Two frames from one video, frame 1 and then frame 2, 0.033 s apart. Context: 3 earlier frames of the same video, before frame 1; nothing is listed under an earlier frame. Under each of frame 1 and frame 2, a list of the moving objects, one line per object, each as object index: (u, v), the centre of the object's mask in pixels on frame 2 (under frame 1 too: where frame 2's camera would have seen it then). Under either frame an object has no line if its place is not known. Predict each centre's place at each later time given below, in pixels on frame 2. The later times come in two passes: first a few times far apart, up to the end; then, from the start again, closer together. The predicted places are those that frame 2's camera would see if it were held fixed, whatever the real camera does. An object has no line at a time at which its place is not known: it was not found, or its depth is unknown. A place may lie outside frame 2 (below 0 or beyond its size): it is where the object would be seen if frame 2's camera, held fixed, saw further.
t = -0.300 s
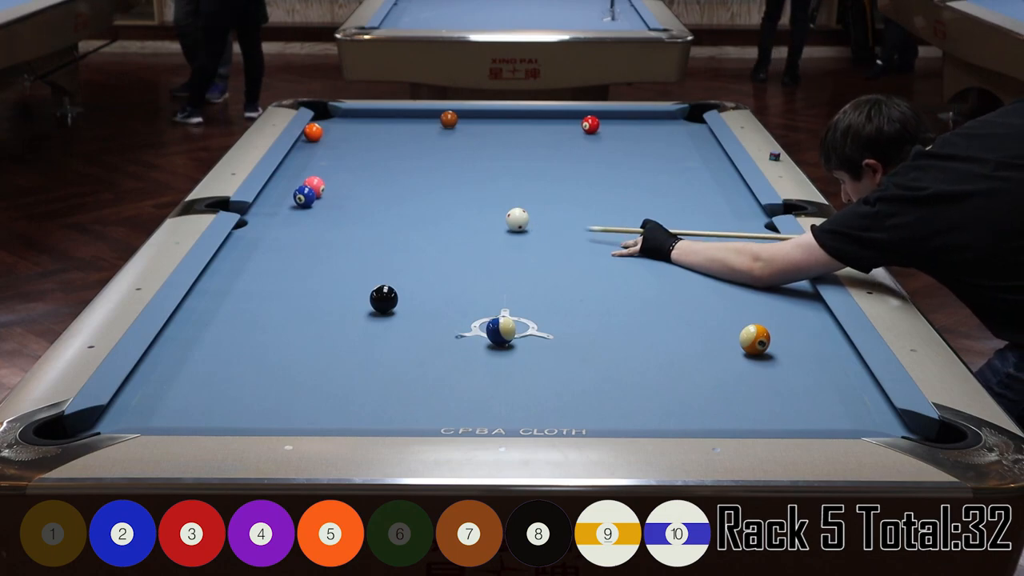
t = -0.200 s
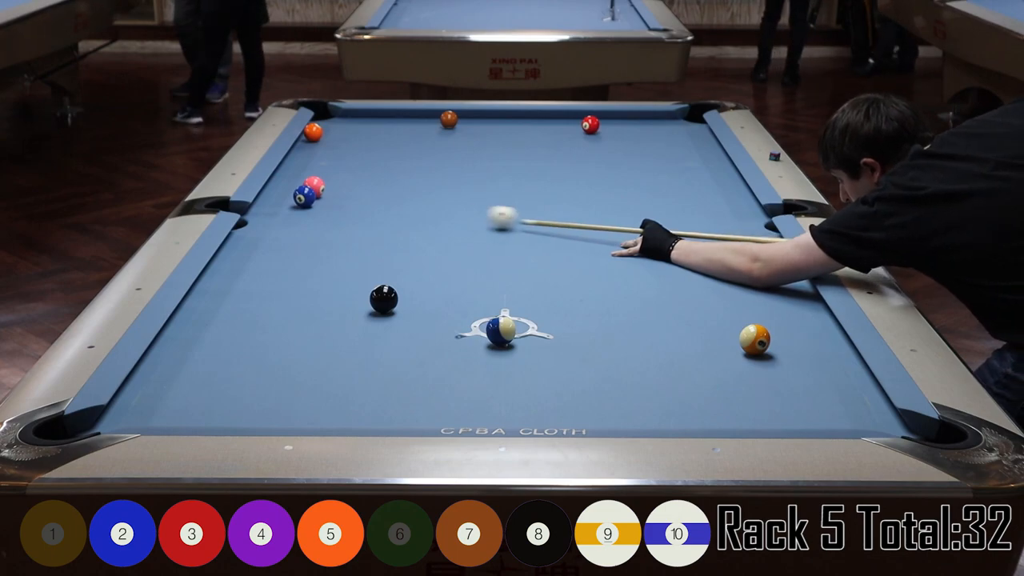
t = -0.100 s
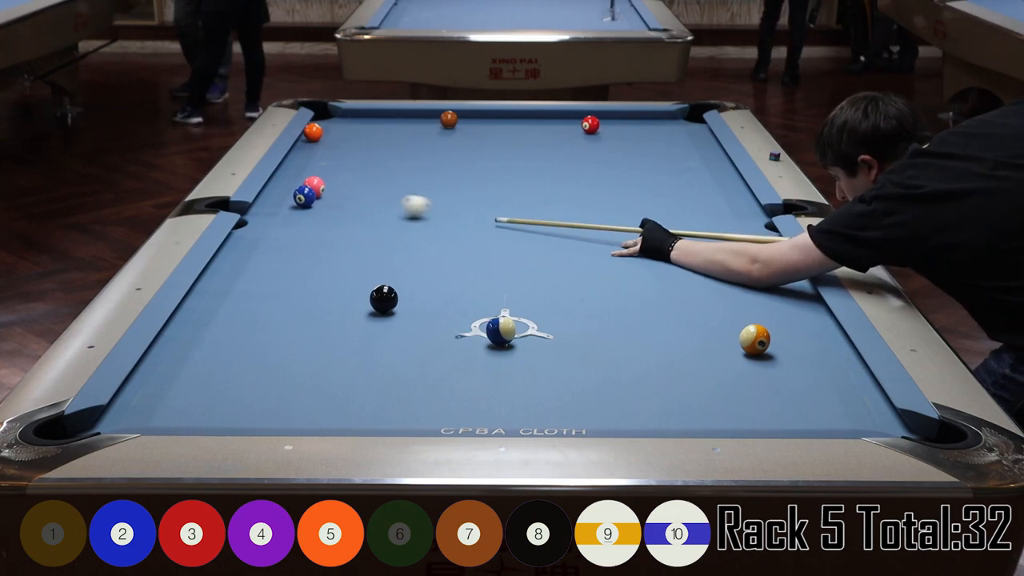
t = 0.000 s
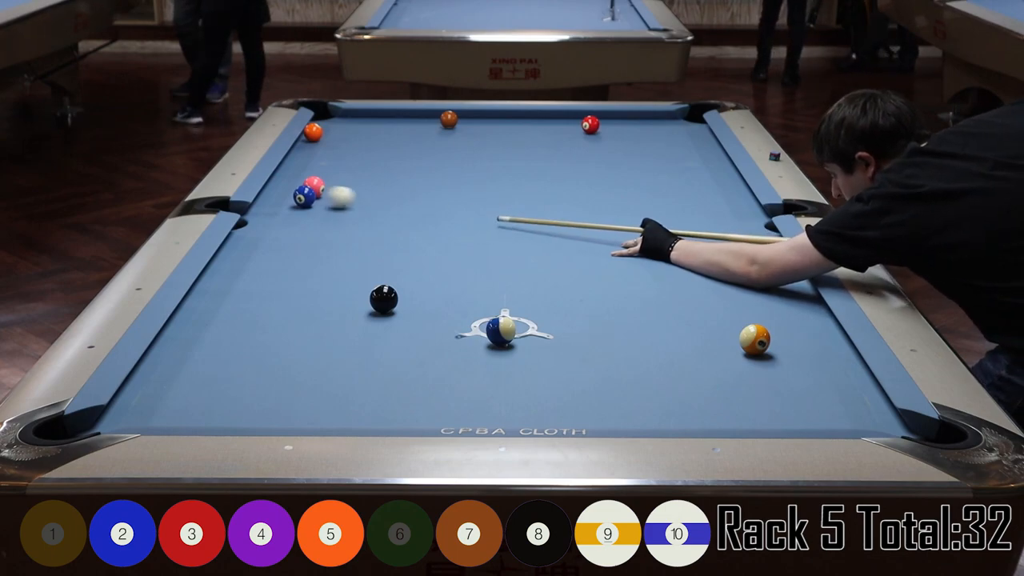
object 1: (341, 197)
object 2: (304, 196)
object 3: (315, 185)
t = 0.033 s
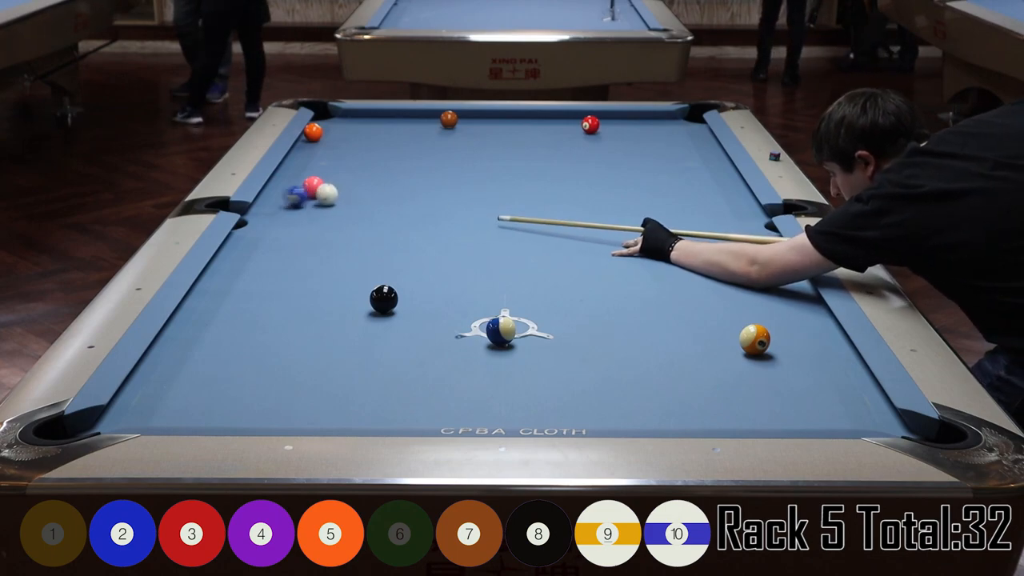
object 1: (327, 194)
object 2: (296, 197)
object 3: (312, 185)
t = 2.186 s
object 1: (504, 139)
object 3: (393, 150)
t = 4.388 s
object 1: (584, 114)
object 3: (435, 140)
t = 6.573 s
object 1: (597, 113)
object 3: (435, 140)
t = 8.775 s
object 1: (597, 113)
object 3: (435, 140)
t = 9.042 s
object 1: (597, 113)
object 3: (435, 140)
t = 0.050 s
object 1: (326, 193)
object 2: (286, 197)
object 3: (311, 186)
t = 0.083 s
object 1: (328, 191)
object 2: (266, 198)
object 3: (310, 186)
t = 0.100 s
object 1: (332, 190)
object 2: (271, 198)
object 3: (308, 185)
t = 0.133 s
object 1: (336, 189)
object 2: (285, 198)
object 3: (302, 183)
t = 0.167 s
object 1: (340, 188)
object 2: (297, 199)
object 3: (297, 180)
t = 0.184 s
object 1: (342, 187)
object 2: (303, 199)
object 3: (295, 181)
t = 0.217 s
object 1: (346, 186)
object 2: (315, 199)
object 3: (291, 180)
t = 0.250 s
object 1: (349, 185)
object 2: (326, 199)
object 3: (287, 179)
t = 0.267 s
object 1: (351, 185)
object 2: (331, 200)
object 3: (285, 179)
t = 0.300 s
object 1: (355, 183)
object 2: (341, 200)
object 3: (281, 178)
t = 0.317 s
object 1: (357, 182)
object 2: (347, 200)
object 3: (280, 177)
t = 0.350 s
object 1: (361, 181)
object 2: (357, 200)
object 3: (284, 177)
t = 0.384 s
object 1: (364, 180)
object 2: (367, 201)
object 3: (287, 176)
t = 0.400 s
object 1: (365, 180)
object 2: (373, 201)
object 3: (288, 176)
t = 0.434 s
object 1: (369, 179)
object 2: (383, 201)
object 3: (291, 175)
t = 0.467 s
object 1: (372, 178)
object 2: (393, 202)
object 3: (294, 174)
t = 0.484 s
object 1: (374, 178)
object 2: (399, 202)
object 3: (295, 174)
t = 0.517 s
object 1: (377, 177)
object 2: (409, 202)
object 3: (298, 173)
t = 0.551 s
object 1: (381, 176)
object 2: (419, 202)
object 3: (300, 173)
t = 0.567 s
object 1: (382, 175)
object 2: (425, 203)
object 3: (302, 172)
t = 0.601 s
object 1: (386, 174)
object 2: (435, 203)
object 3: (304, 172)
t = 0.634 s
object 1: (389, 173)
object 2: (445, 203)
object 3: (306, 171)
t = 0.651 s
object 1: (391, 173)
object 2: (450, 204)
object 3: (308, 171)
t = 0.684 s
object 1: (394, 172)
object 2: (461, 203)
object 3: (310, 170)
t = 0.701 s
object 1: (395, 172)
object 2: (466, 204)
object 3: (312, 170)
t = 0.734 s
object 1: (398, 171)
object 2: (476, 204)
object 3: (314, 169)
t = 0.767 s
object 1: (402, 170)
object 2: (487, 205)
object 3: (316, 169)
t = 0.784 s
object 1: (403, 169)
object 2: (491, 205)
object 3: (317, 168)
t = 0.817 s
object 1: (406, 168)
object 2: (501, 205)
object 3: (320, 168)
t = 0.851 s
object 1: (409, 167)
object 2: (512, 206)
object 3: (322, 167)
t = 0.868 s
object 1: (411, 167)
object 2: (517, 206)
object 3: (323, 167)
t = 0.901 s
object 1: (414, 166)
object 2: (527, 206)
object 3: (325, 166)
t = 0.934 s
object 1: (416, 165)
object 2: (537, 206)
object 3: (328, 166)
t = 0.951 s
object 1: (418, 165)
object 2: (542, 206)
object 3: (329, 166)
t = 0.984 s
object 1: (421, 164)
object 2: (552, 206)
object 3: (331, 165)
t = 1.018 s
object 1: (424, 163)
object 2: (562, 207)
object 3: (333, 164)
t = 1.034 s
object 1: (425, 163)
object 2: (567, 207)
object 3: (334, 164)
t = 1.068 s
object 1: (428, 162)
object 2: (577, 207)
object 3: (336, 164)
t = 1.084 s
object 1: (429, 162)
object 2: (582, 207)
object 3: (337, 163)
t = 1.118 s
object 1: (432, 161)
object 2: (592, 208)
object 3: (339, 163)
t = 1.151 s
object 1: (435, 160)
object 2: (602, 208)
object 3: (341, 162)
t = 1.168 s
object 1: (436, 160)
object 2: (607, 208)
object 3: (342, 162)
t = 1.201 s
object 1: (438, 159)
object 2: (617, 209)
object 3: (344, 161)
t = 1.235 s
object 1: (441, 158)
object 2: (627, 209)
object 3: (346, 161)
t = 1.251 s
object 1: (443, 157)
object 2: (632, 209)
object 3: (347, 161)
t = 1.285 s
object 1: (445, 157)
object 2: (642, 209)
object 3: (349, 161)
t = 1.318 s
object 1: (448, 156)
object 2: (652, 209)
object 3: (351, 160)
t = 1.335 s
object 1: (449, 156)
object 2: (657, 210)
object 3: (352, 160)
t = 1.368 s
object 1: (451, 155)
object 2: (666, 210)
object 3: (354, 159)
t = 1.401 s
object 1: (454, 154)
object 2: (676, 210)
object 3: (356, 159)
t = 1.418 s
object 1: (455, 154)
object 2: (681, 210)
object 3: (357, 159)
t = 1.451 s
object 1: (457, 153)
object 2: (691, 211)
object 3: (359, 158)
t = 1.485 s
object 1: (460, 152)
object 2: (701, 211)
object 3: (360, 158)
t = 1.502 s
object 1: (461, 152)
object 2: (706, 211)
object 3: (361, 157)
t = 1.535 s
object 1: (463, 151)
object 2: (715, 211)
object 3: (363, 157)
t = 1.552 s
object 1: (464, 151)
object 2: (720, 211)
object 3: (364, 157)
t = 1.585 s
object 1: (467, 150)
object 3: (366, 156)
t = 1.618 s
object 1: (469, 150)
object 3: (367, 156)
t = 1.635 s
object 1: (470, 149)
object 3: (368, 156)
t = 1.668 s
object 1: (473, 149)
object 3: (370, 155)
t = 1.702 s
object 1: (475, 148)
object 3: (371, 155)
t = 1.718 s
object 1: (476, 148)
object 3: (372, 155)
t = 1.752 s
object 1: (478, 147)
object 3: (374, 154)
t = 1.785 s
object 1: (480, 146)
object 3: (375, 154)
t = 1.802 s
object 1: (481, 146)
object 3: (376, 154)
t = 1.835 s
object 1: (484, 145)
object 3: (378, 153)
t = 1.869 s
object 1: (486, 145)
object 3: (379, 153)
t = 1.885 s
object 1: (487, 145)
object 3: (380, 153)
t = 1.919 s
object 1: (489, 144)
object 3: (382, 153)
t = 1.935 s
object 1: (490, 144)
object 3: (382, 152)
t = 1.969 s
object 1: (492, 143)
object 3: (384, 152)
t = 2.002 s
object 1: (494, 143)
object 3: (385, 152)
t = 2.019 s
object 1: (495, 142)
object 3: (386, 152)
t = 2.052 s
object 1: (497, 141)
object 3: (387, 151)
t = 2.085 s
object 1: (499, 141)
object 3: (389, 151)
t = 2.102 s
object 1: (499, 141)
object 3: (389, 151)
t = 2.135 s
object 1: (501, 140)
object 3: (391, 150)
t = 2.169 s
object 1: (503, 140)
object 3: (392, 150)
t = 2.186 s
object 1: (504, 139)
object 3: (393, 150)
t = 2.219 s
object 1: (506, 139)
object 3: (394, 150)
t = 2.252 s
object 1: (508, 138)
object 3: (395, 149)
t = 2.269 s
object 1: (509, 138)
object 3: (396, 149)
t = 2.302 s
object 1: (511, 137)
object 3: (397, 149)
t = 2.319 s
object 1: (511, 137)
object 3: (398, 149)
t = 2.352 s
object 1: (513, 137)
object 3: (399, 149)
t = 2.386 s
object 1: (515, 136)
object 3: (400, 148)
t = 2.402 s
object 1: (516, 136)
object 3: (401, 148)
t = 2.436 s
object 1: (518, 135)
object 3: (402, 148)
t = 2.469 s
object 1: (519, 135)
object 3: (403, 148)
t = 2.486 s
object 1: (520, 135)
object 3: (404, 148)
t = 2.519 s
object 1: (522, 134)
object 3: (405, 147)
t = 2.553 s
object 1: (523, 134)
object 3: (406, 147)
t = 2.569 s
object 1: (524, 133)
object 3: (407, 147)
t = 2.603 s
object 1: (526, 133)
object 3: (408, 147)
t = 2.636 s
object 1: (527, 132)
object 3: (409, 146)
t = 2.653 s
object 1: (528, 132)
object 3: (409, 146)
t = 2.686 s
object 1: (530, 132)
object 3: (410, 146)
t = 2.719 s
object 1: (531, 131)
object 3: (411, 146)
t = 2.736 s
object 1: (532, 131)
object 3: (412, 146)
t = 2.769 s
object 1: (533, 131)
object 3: (413, 145)
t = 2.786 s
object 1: (534, 130)
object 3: (413, 145)
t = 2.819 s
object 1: (535, 130)
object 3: (414, 145)
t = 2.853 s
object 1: (537, 129)
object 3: (415, 145)
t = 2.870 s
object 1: (538, 129)
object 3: (415, 145)
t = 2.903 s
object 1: (539, 129)
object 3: (416, 145)
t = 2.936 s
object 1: (540, 128)
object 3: (417, 144)
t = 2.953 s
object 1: (541, 128)
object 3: (418, 144)
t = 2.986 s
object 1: (543, 128)
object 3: (418, 144)
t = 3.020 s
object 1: (544, 127)
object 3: (419, 144)
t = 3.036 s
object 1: (545, 127)
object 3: (420, 144)
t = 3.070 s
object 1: (546, 127)
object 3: (420, 144)
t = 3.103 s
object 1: (547, 126)
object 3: (421, 143)
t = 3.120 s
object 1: (548, 126)
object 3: (422, 143)
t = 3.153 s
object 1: (549, 126)
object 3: (422, 143)
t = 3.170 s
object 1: (550, 126)
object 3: (423, 143)
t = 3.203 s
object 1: (551, 125)
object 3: (423, 143)
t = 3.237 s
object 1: (552, 125)
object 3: (424, 143)
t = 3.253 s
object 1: (553, 125)
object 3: (424, 143)
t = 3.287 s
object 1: (554, 124)
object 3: (425, 143)
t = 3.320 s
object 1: (555, 124)
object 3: (426, 143)
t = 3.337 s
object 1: (556, 124)
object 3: (426, 143)
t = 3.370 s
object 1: (557, 123)
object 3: (427, 142)
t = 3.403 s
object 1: (558, 123)
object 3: (427, 142)
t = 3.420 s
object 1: (559, 123)
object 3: (428, 142)
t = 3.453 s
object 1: (560, 122)
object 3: (428, 142)
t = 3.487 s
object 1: (561, 122)
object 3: (429, 142)
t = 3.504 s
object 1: (561, 122)
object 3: (429, 142)
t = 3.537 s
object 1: (563, 122)
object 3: (430, 142)
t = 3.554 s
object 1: (563, 121)
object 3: (430, 142)
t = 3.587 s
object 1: (564, 121)
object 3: (430, 141)
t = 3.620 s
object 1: (565, 121)
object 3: (431, 141)
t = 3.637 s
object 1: (566, 121)
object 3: (431, 141)
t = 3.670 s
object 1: (567, 120)
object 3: (432, 141)
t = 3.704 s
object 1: (568, 120)
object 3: (432, 141)
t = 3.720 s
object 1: (568, 120)
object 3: (432, 141)
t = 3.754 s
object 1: (569, 120)
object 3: (433, 141)
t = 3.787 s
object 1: (570, 119)
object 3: (433, 141)
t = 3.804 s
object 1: (571, 119)
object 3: (433, 141)
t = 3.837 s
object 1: (572, 119)
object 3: (434, 141)
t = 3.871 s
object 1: (573, 119)
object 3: (434, 141)
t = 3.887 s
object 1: (573, 119)
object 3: (434, 141)
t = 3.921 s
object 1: (574, 118)
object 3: (434, 141)
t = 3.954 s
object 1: (575, 118)
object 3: (435, 141)
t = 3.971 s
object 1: (575, 118)
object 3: (435, 141)
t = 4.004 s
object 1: (576, 117)
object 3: (435, 140)
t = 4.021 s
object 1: (576, 117)
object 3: (435, 140)
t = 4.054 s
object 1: (577, 117)
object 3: (435, 140)
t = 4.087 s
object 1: (577, 116)
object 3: (435, 140)
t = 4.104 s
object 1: (578, 116)
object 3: (436, 140)
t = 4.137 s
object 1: (578, 116)
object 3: (436, 140)
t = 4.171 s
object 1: (579, 116)
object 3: (436, 140)
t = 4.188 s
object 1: (579, 116)
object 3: (436, 140)
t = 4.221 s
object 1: (580, 115)
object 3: (436, 140)
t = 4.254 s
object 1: (581, 115)
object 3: (436, 140)
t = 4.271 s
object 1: (581, 115)
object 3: (436, 140)
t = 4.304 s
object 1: (582, 114)
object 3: (436, 140)
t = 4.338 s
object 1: (583, 114)
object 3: (435, 140)
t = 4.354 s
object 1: (583, 114)
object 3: (435, 140)
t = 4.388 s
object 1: (584, 114)
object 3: (435, 140)
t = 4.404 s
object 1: (584, 113)
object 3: (435, 140)
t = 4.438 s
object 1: (585, 113)
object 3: (435, 140)
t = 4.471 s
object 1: (586, 113)
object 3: (435, 140)
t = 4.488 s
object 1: (586, 112)
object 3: (435, 140)
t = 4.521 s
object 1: (587, 112)
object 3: (435, 140)
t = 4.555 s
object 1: (588, 112)
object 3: (435, 140)
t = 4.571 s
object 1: (588, 112)
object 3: (435, 140)
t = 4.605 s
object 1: (589, 112)
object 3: (435, 140)
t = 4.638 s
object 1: (590, 111)
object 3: (435, 140)
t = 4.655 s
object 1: (590, 111)
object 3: (435, 140)
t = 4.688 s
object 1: (590, 112)
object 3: (435, 140)
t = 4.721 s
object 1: (591, 111)
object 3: (435, 140)
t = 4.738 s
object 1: (591, 112)
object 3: (435, 140)
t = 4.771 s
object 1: (592, 111)
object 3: (435, 140)
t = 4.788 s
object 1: (592, 112)
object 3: (435, 140)
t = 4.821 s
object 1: (592, 112)
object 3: (435, 140)
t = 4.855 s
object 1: (593, 112)
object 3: (435, 140)
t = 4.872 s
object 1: (593, 112)
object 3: (435, 140)
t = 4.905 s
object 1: (593, 112)
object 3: (435, 140)
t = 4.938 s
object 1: (594, 112)
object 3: (435, 140)
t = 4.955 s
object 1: (594, 112)
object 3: (435, 140)
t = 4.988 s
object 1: (594, 112)
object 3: (435, 140)
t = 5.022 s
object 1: (595, 112)
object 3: (435, 140)
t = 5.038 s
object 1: (595, 113)
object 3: (435, 140)
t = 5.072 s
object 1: (595, 113)
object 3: (435, 140)
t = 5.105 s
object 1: (595, 113)
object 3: (435, 140)
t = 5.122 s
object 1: (596, 113)
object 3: (435, 140)
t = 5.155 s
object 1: (596, 113)
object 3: (435, 140)
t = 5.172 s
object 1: (596, 113)
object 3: (435, 140)
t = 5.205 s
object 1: (596, 113)
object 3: (435, 140)
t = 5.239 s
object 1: (596, 113)
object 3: (435, 140)
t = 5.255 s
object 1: (596, 113)
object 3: (435, 140)
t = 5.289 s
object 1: (596, 113)
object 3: (435, 140)
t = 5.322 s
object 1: (597, 113)
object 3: (435, 140)
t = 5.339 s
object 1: (597, 113)
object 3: (435, 140)
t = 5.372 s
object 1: (597, 113)
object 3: (435, 140)
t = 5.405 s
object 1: (597, 113)
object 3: (435, 140)
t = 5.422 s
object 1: (597, 113)
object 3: (435, 140)
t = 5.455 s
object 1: (597, 113)
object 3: (435, 140)
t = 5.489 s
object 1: (597, 113)
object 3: (435, 140)
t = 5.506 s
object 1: (597, 113)
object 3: (435, 140)
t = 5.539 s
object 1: (597, 113)
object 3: (435, 140)
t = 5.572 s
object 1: (597, 113)
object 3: (435, 140)
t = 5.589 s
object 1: (597, 113)
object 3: (435, 140)
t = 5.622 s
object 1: (597, 113)
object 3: (435, 140)
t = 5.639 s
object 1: (597, 113)
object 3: (435, 140)
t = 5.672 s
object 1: (597, 113)
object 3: (435, 140)
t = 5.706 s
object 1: (597, 113)
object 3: (435, 140)
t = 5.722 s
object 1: (597, 113)
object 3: (435, 140)
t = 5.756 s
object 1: (597, 113)
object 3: (435, 140)
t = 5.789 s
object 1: (597, 113)
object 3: (435, 140)
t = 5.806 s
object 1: (597, 113)
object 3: (435, 140)
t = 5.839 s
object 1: (597, 113)
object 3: (435, 140)
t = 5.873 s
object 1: (597, 113)
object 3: (435, 140)
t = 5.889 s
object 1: (597, 113)
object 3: (435, 140)
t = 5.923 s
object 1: (597, 113)
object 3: (435, 140)
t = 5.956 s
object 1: (597, 113)
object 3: (435, 140)
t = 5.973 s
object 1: (597, 113)
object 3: (435, 140)
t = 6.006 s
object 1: (597, 113)
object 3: (435, 140)
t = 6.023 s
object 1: (597, 113)
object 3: (435, 140)
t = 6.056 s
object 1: (597, 113)
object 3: (435, 140)
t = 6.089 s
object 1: (597, 113)
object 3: (435, 140)
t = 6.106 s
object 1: (597, 113)
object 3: (435, 140)
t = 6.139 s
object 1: (597, 113)
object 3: (435, 140)
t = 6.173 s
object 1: (597, 113)
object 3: (435, 140)
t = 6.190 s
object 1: (597, 113)
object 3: (435, 140)
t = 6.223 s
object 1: (597, 113)
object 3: (435, 140)
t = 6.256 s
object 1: (597, 113)
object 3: (435, 140)
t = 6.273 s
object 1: (597, 113)
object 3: (435, 140)
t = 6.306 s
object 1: (597, 113)
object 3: (435, 140)
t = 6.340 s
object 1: (597, 113)
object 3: (435, 140)
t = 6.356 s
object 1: (597, 113)
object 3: (435, 140)
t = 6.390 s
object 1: (597, 113)
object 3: (435, 140)
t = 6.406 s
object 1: (597, 113)
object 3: (435, 140)
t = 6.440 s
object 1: (597, 113)
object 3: (435, 140)
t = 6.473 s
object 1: (597, 113)
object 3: (435, 140)
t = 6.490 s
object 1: (597, 113)
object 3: (435, 140)
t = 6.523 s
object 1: (597, 113)
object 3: (435, 140)
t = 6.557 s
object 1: (597, 113)
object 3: (435, 140)
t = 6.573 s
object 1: (597, 113)
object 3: (435, 140)
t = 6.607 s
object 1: (597, 113)
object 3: (435, 140)
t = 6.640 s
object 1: (597, 113)
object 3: (435, 140)
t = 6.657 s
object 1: (597, 113)
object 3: (435, 140)
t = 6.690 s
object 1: (597, 113)
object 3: (435, 140)
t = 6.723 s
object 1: (597, 113)
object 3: (435, 140)
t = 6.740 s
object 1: (597, 113)
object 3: (435, 140)
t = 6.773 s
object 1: (597, 113)
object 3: (435, 140)
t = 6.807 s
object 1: (597, 113)
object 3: (435, 140)
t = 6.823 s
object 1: (597, 113)
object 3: (435, 140)
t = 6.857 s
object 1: (597, 113)
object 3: (435, 140)
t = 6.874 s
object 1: (597, 113)
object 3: (435, 140)
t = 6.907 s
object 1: (597, 113)
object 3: (435, 140)
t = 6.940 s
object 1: (597, 113)
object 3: (435, 140)
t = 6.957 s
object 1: (597, 113)
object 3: (435, 140)
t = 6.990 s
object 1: (597, 113)
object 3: (435, 140)
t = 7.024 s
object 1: (597, 113)
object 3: (435, 140)
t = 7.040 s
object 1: (597, 113)
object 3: (435, 140)
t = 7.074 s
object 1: (597, 113)
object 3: (435, 140)
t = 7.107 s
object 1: (597, 113)
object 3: (435, 140)
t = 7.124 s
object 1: (597, 113)
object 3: (435, 140)
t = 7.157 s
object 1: (597, 113)
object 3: (435, 140)
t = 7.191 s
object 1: (597, 113)
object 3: (435, 140)
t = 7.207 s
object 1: (597, 113)
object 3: (435, 140)
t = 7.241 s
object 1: (597, 113)
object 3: (435, 140)
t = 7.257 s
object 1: (597, 113)
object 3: (435, 140)
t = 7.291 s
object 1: (597, 113)
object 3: (435, 140)
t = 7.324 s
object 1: (597, 113)
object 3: (435, 140)
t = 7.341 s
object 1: (597, 113)
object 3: (435, 140)
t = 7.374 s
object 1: (597, 113)
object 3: (435, 140)
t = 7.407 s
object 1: (597, 113)
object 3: (435, 140)
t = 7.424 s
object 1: (597, 113)
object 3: (435, 140)
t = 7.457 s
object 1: (597, 113)
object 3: (435, 140)
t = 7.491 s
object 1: (597, 113)
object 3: (435, 140)
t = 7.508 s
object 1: (597, 113)
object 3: (435, 140)
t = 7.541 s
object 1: (597, 113)
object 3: (435, 140)
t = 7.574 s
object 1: (597, 113)
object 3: (435, 140)
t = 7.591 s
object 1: (597, 113)
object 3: (435, 140)
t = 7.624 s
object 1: (597, 113)
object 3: (435, 140)
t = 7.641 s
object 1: (597, 113)
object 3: (435, 140)
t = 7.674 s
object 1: (597, 113)
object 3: (435, 140)
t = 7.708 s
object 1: (597, 113)
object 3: (435, 140)
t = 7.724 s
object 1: (597, 113)
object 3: (435, 140)
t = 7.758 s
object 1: (597, 113)
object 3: (435, 140)
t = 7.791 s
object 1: (597, 113)
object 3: (435, 140)
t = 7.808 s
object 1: (597, 113)
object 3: (435, 140)
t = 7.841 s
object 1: (597, 113)
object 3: (435, 140)
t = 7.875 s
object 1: (597, 113)
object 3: (435, 140)
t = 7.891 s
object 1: (597, 113)
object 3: (435, 140)
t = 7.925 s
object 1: (597, 113)
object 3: (435, 140)
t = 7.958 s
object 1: (597, 113)
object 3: (435, 140)
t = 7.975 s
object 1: (597, 113)
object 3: (435, 140)
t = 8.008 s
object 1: (597, 113)
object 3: (435, 140)
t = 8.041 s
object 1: (597, 113)
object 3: (435, 140)
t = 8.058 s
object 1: (597, 113)
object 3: (435, 140)
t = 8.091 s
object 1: (597, 113)
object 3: (435, 140)
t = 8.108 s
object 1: (597, 113)
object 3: (435, 140)
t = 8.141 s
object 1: (597, 113)
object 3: (435, 140)
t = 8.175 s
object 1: (597, 113)
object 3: (435, 140)
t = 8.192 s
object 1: (597, 113)
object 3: (435, 140)
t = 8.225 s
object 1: (597, 113)
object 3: (435, 140)
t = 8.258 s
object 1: (597, 113)
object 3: (435, 140)
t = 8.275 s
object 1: (597, 113)
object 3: (435, 140)
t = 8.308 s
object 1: (597, 113)
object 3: (435, 140)
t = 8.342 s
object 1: (597, 113)
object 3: (435, 140)
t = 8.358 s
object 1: (597, 113)
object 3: (435, 140)
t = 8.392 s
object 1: (597, 113)
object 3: (435, 140)
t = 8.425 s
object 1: (597, 113)
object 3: (435, 140)
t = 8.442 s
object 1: (597, 113)
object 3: (435, 140)
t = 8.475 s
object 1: (597, 113)
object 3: (435, 140)
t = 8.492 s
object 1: (597, 113)
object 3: (435, 140)
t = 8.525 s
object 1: (597, 113)
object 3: (435, 140)
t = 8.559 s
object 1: (596, 113)
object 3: (435, 140)
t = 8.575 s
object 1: (597, 113)
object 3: (435, 140)
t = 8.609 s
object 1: (597, 113)
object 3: (435, 140)
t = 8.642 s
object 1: (597, 113)
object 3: (435, 140)
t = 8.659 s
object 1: (597, 113)
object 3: (435, 140)
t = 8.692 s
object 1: (597, 113)
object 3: (435, 140)
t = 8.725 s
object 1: (597, 113)
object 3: (435, 140)
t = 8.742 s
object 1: (597, 113)
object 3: (435, 140)
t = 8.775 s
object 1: (597, 113)
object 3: (435, 140)
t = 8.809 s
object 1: (597, 113)
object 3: (435, 140)
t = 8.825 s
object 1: (597, 113)
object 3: (435, 140)
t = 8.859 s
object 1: (597, 113)
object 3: (435, 140)
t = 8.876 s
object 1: (597, 113)
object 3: (435, 140)
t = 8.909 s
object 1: (597, 113)
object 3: (435, 140)
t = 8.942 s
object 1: (597, 113)
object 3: (435, 140)
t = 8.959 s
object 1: (597, 113)
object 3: (435, 140)
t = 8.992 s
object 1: (597, 113)
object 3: (435, 140)
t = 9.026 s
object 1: (597, 113)
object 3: (435, 140)
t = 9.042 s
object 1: (597, 113)
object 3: (435, 140)
